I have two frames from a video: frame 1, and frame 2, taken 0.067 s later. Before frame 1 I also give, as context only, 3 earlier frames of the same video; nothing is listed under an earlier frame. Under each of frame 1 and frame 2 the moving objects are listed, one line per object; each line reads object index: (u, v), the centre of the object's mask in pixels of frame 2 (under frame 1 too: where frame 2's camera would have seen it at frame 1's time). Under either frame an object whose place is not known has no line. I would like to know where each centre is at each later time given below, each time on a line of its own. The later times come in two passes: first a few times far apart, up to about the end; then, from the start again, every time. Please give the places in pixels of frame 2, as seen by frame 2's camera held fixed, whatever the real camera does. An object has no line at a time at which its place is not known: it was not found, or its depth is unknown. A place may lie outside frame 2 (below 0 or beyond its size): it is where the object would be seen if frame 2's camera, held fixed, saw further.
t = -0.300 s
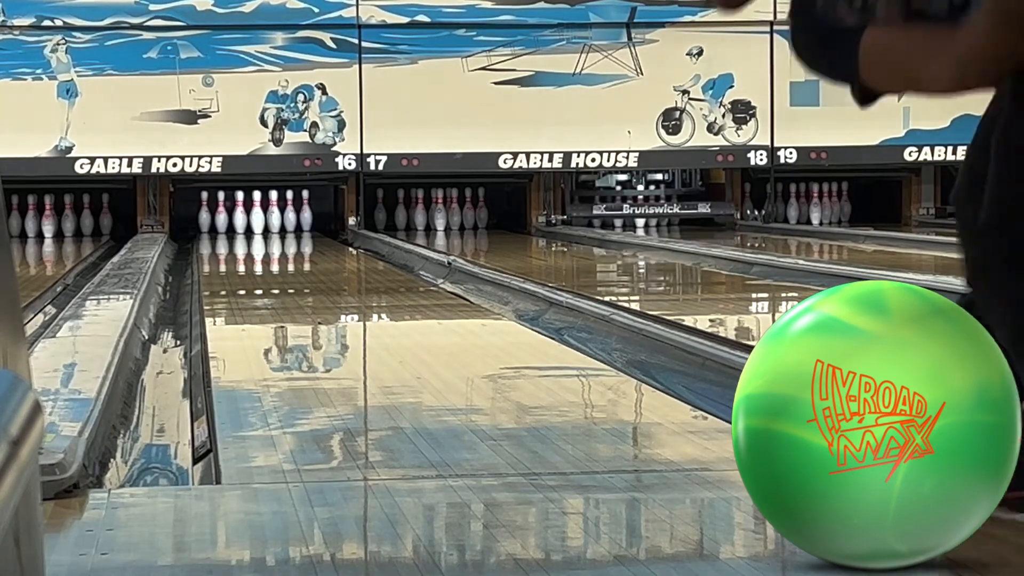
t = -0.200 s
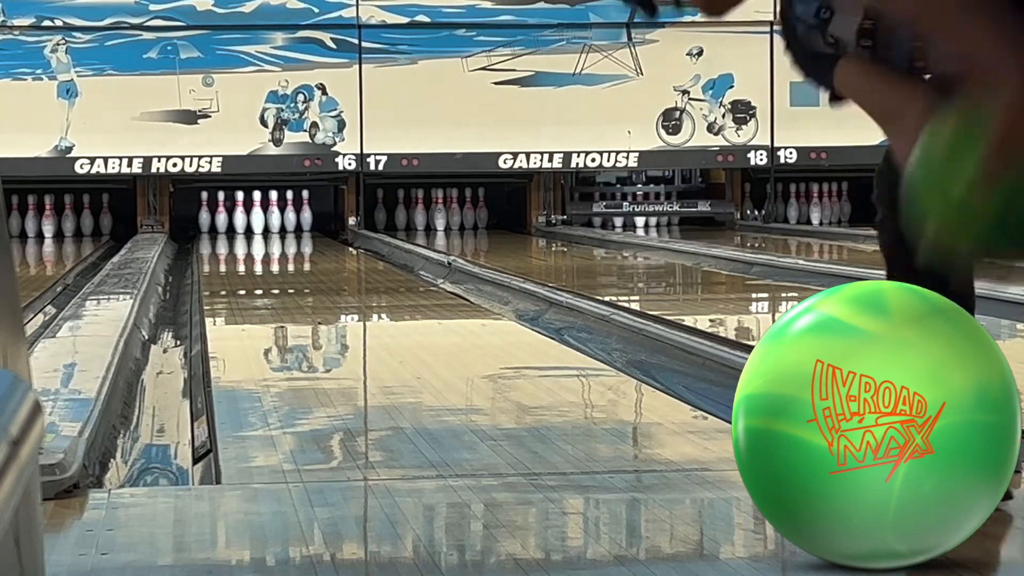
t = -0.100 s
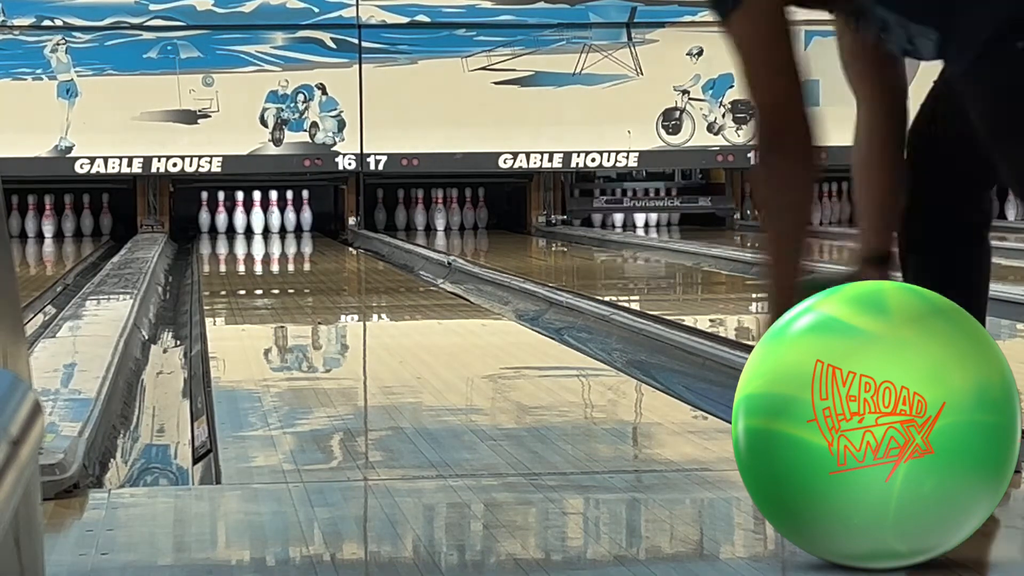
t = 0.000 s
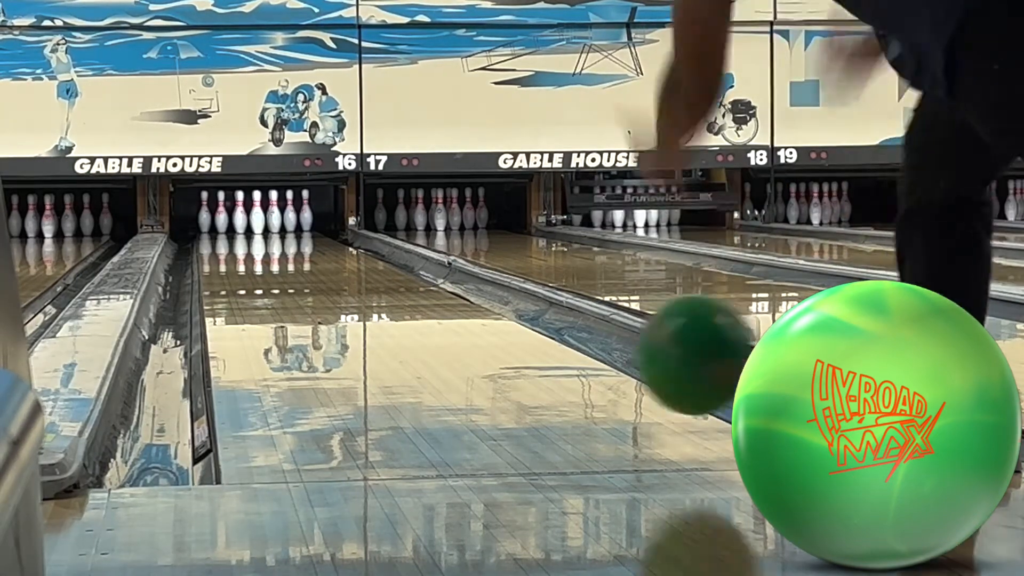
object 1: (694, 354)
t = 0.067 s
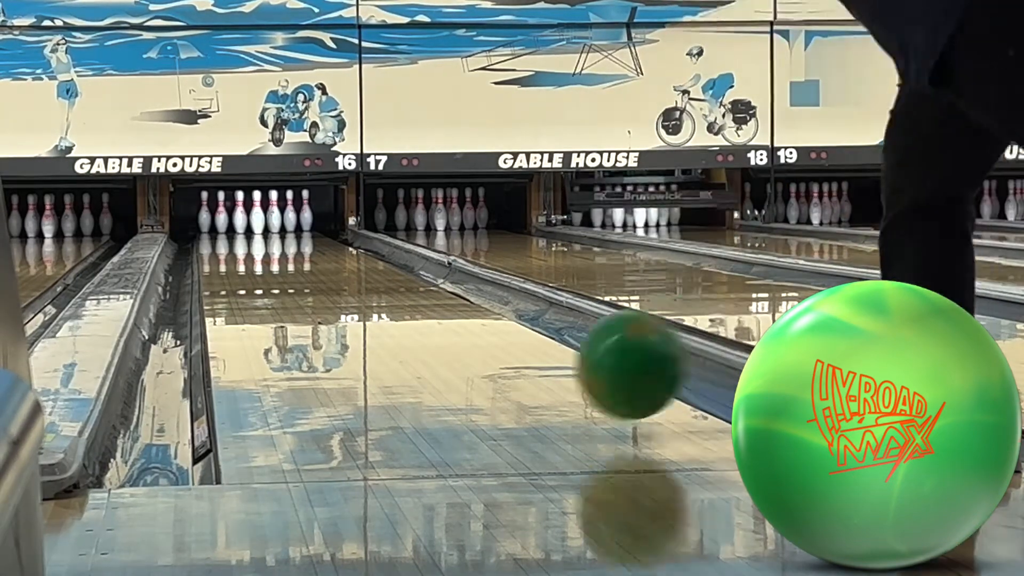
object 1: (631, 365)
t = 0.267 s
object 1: (493, 338)
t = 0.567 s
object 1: (378, 295)
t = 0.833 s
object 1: (320, 276)
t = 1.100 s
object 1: (283, 262)
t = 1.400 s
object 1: (254, 249)
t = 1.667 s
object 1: (238, 241)
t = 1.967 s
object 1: (229, 234)
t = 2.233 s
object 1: (230, 229)
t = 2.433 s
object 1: (235, 225)
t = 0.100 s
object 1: (602, 374)
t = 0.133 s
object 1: (576, 363)
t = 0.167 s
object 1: (552, 356)
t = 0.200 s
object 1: (530, 351)
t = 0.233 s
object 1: (511, 344)
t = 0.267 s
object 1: (493, 338)
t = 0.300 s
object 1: (476, 331)
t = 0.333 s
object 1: (460, 326)
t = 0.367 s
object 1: (446, 320)
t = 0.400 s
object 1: (432, 315)
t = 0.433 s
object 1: (420, 310)
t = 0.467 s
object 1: (408, 307)
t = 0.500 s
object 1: (397, 303)
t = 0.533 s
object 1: (387, 299)
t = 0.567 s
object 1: (378, 295)
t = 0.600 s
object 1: (369, 292)
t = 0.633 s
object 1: (361, 289)
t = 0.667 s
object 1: (353, 287)
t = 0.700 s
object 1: (345, 284)
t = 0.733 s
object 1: (338, 282)
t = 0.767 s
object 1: (332, 280)
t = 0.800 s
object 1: (326, 278)
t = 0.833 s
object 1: (320, 276)
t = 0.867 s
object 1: (315, 274)
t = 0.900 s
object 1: (309, 272)
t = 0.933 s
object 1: (304, 270)
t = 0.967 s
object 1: (300, 268)
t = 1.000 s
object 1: (295, 267)
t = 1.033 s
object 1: (291, 266)
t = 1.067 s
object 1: (287, 264)
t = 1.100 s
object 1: (283, 262)
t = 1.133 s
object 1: (279, 260)
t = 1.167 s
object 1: (276, 259)
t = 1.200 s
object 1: (273, 257)
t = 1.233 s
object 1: (269, 256)
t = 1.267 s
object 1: (266, 254)
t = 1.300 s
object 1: (263, 252)
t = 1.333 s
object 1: (260, 251)
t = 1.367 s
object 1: (257, 250)
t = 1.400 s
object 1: (254, 249)
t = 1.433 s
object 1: (252, 248)
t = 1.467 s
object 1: (250, 247)
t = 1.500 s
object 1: (247, 246)
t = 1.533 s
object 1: (246, 244)
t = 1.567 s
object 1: (244, 244)
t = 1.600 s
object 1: (242, 242)
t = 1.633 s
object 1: (240, 241)
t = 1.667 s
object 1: (238, 241)
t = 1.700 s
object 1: (236, 240)
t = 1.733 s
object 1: (235, 239)
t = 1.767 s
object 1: (234, 238)
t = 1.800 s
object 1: (233, 237)
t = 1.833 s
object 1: (232, 236)
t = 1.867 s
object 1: (231, 235)
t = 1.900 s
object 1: (230, 235)
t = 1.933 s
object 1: (229, 234)
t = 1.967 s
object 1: (229, 234)
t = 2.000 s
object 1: (229, 233)
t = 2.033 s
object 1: (228, 232)
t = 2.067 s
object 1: (228, 232)
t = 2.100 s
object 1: (228, 231)
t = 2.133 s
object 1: (228, 231)
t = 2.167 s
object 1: (228, 230)
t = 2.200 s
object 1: (229, 229)
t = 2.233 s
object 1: (230, 229)
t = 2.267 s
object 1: (230, 228)
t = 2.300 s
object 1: (231, 228)
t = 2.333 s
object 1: (232, 227)
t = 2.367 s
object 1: (233, 227)
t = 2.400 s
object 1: (234, 226)
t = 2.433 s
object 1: (235, 225)
